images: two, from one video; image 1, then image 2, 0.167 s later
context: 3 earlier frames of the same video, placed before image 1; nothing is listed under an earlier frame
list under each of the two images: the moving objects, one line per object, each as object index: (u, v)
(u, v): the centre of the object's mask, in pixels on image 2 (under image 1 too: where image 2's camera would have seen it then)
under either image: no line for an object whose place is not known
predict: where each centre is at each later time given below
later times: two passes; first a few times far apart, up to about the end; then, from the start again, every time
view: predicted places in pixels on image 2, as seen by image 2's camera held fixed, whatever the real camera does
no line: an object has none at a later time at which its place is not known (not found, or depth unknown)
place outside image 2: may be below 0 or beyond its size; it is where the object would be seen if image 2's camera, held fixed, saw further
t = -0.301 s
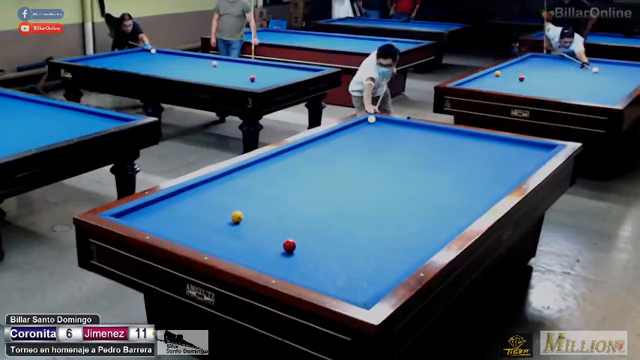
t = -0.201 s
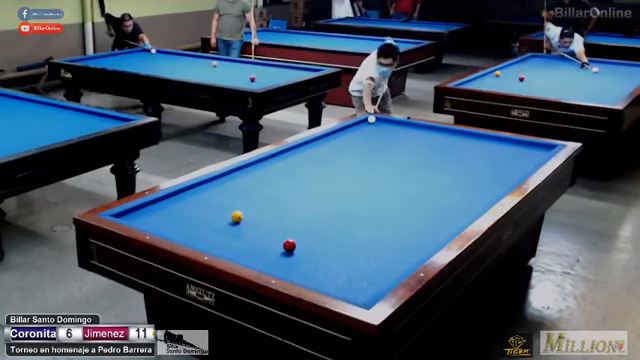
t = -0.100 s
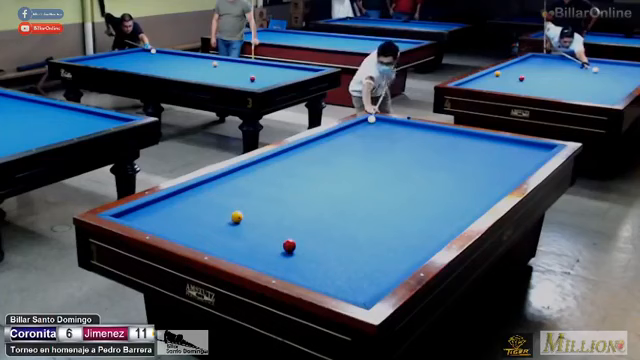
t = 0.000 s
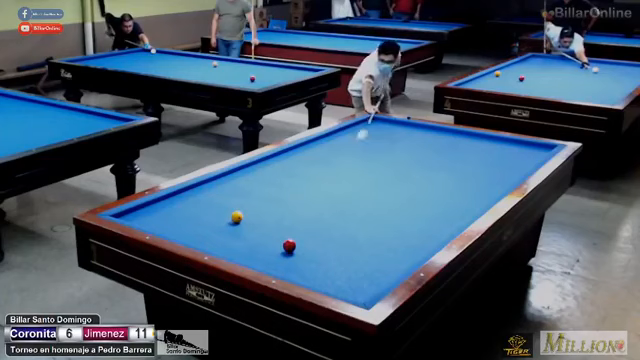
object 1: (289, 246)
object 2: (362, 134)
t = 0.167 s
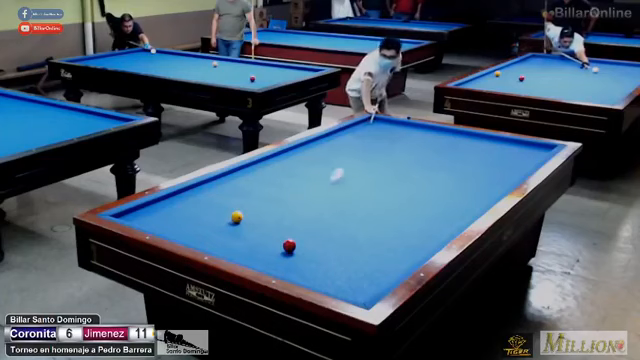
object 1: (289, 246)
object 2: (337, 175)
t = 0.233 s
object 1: (289, 246)
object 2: (325, 193)
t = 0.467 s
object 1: (287, 241)
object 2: (336, 257)
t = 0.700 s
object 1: (370, 198)
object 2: (342, 273)
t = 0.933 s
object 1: (427, 165)
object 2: (262, 262)
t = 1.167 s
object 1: (465, 144)
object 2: (230, 242)
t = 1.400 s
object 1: (466, 142)
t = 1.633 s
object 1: (440, 158)
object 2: (179, 214)
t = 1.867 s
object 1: (417, 172)
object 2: (157, 204)
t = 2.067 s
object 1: (395, 185)
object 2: (175, 203)
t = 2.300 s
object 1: (365, 202)
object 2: (199, 203)
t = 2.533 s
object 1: (333, 221)
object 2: (223, 203)
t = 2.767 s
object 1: (295, 243)
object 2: (248, 203)
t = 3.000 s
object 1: (261, 261)
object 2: (271, 204)
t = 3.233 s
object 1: (291, 246)
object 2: (294, 204)
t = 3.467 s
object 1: (314, 232)
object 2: (315, 204)
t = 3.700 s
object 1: (334, 221)
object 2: (337, 204)
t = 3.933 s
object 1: (353, 211)
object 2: (359, 203)
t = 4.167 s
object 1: (363, 204)
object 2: (384, 202)
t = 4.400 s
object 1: (371, 199)
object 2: (411, 199)
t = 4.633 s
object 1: (379, 194)
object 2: (435, 196)
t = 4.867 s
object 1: (386, 189)
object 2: (460, 193)
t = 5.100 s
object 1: (393, 184)
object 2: (483, 190)
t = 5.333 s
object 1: (398, 181)
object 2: (498, 186)
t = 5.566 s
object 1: (404, 177)
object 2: (497, 181)
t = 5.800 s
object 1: (409, 173)
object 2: (495, 176)
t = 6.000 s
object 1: (413, 170)
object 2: (494, 172)
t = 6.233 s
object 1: (417, 167)
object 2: (492, 167)
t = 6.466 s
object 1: (422, 164)
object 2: (491, 163)
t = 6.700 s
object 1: (426, 161)
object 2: (490, 159)
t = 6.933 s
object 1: (429, 159)
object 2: (489, 155)
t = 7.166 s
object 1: (433, 156)
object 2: (488, 152)
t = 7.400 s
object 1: (436, 154)
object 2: (487, 149)
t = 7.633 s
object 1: (439, 152)
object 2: (486, 146)
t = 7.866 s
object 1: (442, 150)
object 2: (485, 144)
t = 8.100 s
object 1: (444, 148)
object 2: (484, 141)
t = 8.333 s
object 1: (447, 147)
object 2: (484, 139)
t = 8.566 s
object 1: (449, 145)
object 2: (483, 136)
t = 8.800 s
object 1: (451, 143)
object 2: (481, 135)
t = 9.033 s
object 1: (452, 142)
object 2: (477, 136)
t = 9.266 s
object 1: (455, 141)
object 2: (474, 136)
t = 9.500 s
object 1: (457, 140)
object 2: (470, 137)
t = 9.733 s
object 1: (458, 139)
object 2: (468, 137)
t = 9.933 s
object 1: (458, 138)
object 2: (467, 137)
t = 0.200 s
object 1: (289, 246)
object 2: (332, 183)
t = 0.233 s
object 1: (289, 246)
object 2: (325, 193)
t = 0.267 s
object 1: (289, 246)
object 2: (318, 204)
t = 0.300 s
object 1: (289, 246)
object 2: (310, 217)
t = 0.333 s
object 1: (289, 246)
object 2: (301, 232)
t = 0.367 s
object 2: (303, 243)
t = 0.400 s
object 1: (260, 261)
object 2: (314, 248)
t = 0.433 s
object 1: (272, 249)
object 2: (325, 253)
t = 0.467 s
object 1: (287, 241)
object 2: (336, 257)
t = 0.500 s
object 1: (301, 233)
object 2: (347, 263)
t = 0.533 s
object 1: (314, 229)
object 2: (358, 268)
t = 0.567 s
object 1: (327, 222)
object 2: (369, 274)
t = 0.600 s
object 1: (339, 215)
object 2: (378, 279)
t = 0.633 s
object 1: (350, 209)
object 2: (368, 278)
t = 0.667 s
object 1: (360, 203)
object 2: (355, 275)
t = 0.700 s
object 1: (370, 198)
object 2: (342, 273)
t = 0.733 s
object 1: (380, 191)
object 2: (330, 271)
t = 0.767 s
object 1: (389, 187)
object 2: (317, 269)
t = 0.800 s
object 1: (397, 182)
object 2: (306, 268)
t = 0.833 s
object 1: (405, 178)
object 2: (294, 266)
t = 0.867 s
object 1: (413, 173)
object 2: (283, 265)
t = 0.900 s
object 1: (420, 169)
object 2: (272, 263)
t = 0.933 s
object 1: (427, 165)
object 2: (262, 262)
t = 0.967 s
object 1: (433, 162)
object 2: (254, 259)
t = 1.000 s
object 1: (439, 158)
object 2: (249, 256)
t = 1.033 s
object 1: (444, 155)
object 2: (246, 253)
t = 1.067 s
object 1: (449, 152)
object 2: (242, 250)
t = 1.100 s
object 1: (455, 149)
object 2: (238, 247)
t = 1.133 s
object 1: (459, 147)
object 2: (234, 244)
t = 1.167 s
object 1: (465, 144)
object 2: (230, 242)
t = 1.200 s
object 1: (470, 140)
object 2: (227, 239)
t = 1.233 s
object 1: (475, 137)
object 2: (223, 237)
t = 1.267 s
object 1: (477, 136)
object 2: (219, 235)
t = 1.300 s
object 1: (476, 136)
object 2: (215, 233)
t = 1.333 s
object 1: (473, 138)
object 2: (211, 231)
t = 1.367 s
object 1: (470, 140)
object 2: (210, 229)
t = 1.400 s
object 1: (466, 142)
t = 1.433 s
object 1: (462, 145)
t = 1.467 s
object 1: (458, 147)
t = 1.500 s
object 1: (455, 149)
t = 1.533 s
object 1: (451, 151)
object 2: (188, 219)
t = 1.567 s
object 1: (448, 154)
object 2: (186, 218)
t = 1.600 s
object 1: (444, 156)
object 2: (182, 216)
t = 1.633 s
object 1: (440, 158)
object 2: (179, 214)
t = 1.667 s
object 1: (436, 160)
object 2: (176, 213)
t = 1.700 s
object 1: (433, 162)
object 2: (173, 212)
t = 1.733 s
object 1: (430, 164)
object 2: (170, 210)
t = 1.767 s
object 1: (427, 166)
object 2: (166, 208)
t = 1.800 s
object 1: (423, 168)
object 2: (163, 207)
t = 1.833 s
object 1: (420, 170)
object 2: (160, 205)
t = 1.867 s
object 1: (417, 172)
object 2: (157, 204)
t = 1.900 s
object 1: (413, 174)
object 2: (155, 203)
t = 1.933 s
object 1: (409, 176)
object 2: (158, 202)
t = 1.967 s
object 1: (407, 174)
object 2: (162, 203)
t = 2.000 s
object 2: (167, 203)
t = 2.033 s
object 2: (171, 203)
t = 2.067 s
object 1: (395, 185)
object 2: (175, 203)
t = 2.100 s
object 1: (391, 188)
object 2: (178, 203)
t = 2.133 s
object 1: (387, 190)
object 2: (182, 203)
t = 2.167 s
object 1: (382, 192)
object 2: (185, 203)
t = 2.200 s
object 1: (378, 194)
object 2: (189, 203)
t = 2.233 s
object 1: (374, 197)
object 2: (192, 203)
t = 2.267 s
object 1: (370, 199)
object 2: (195, 203)
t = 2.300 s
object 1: (365, 202)
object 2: (199, 203)
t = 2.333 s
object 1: (361, 204)
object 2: (202, 203)
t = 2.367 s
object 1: (357, 207)
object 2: (206, 203)
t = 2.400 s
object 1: (352, 210)
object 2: (210, 203)
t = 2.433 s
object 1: (347, 212)
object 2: (213, 203)
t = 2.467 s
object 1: (342, 215)
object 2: (216, 203)
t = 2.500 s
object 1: (338, 218)
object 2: (220, 203)
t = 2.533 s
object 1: (333, 221)
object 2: (223, 203)
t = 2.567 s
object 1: (328, 224)
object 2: (227, 203)
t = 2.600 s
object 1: (322, 227)
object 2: (231, 203)
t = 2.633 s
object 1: (317, 230)
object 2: (234, 203)
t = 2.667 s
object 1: (312, 233)
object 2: (237, 203)
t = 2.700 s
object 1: (306, 236)
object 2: (241, 203)
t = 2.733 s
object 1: (301, 239)
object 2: (244, 203)
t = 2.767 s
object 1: (295, 243)
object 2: (248, 203)
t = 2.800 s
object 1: (289, 247)
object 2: (251, 203)
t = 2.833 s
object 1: (283, 250)
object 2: (254, 203)
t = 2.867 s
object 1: (277, 254)
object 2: (257, 203)
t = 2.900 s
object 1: (270, 257)
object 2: (260, 203)
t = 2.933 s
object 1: (264, 261)
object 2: (264, 203)
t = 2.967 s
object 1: (259, 262)
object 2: (268, 204)
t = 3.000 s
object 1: (261, 261)
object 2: (271, 204)
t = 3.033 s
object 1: (266, 260)
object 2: (274, 204)
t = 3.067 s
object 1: (271, 257)
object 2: (277, 204)
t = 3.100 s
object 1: (276, 254)
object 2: (281, 204)
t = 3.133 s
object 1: (280, 252)
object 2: (284, 204)
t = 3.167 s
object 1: (284, 249)
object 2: (287, 204)
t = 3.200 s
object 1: (288, 248)
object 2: (290, 204)
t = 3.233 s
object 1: (291, 246)
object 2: (294, 204)
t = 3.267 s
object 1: (294, 244)
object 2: (297, 204)
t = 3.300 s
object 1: (297, 242)
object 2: (300, 204)
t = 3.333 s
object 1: (301, 240)
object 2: (303, 204)
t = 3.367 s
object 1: (304, 238)
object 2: (306, 204)
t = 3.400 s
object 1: (307, 236)
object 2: (310, 204)
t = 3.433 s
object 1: (311, 234)
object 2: (313, 204)
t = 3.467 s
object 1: (314, 232)
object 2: (315, 204)
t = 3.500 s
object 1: (317, 231)
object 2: (319, 204)
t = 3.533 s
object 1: (320, 229)
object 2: (322, 204)
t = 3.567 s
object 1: (323, 227)
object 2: (325, 204)
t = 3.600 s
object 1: (326, 226)
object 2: (328, 204)
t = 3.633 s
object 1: (328, 224)
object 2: (331, 204)
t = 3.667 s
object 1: (331, 222)
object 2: (334, 204)
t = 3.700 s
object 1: (334, 221)
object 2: (337, 204)
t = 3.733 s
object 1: (337, 220)
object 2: (340, 204)
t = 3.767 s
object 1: (340, 218)
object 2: (343, 204)
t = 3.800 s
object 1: (342, 216)
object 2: (347, 204)
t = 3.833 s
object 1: (345, 214)
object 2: (350, 203)
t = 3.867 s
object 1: (347, 213)
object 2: (353, 203)
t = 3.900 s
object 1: (350, 212)
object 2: (356, 204)
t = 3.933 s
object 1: (353, 211)
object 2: (359, 203)
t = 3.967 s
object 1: (356, 210)
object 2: (363, 203)
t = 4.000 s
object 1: (358, 209)
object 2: (365, 202)
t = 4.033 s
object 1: (359, 207)
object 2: (369, 203)
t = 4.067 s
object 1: (360, 206)
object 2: (373, 203)
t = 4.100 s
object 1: (361, 205)
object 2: (376, 203)
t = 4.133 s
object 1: (362, 204)
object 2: (381, 202)
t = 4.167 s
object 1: (363, 204)
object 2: (384, 202)
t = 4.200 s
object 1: (365, 203)
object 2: (388, 201)
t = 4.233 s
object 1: (366, 202)
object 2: (392, 201)
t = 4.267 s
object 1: (367, 202)
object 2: (396, 200)
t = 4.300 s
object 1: (368, 201)
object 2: (399, 200)
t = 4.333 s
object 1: (369, 200)
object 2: (403, 199)
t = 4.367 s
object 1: (370, 199)
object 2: (407, 199)
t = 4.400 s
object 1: (371, 199)
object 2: (411, 199)
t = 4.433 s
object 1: (372, 198)
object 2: (414, 198)
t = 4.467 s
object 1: (374, 197)
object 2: (418, 198)
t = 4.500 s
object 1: (375, 197)
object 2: (421, 198)
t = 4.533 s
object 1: (376, 196)
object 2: (425, 197)
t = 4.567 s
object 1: (377, 195)
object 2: (428, 197)
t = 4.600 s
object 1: (378, 194)
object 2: (432, 196)
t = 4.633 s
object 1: (379, 194)
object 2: (435, 196)
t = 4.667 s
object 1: (380, 193)
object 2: (439, 195)
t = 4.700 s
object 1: (381, 192)
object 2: (442, 195)
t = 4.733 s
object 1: (382, 191)
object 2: (446, 195)
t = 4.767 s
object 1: (383, 191)
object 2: (449, 194)
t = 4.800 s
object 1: (384, 190)
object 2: (453, 194)
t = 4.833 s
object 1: (385, 190)
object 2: (456, 193)
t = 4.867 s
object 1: (386, 189)
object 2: (460, 193)
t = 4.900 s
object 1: (387, 188)
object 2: (463, 192)
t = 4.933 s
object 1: (388, 187)
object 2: (466, 192)
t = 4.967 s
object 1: (389, 187)
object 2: (469, 191)
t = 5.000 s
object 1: (390, 186)
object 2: (473, 191)
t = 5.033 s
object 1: (391, 186)
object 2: (476, 191)
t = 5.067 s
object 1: (392, 185)
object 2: (479, 191)
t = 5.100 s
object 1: (393, 184)
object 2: (483, 190)
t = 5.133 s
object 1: (393, 184)
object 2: (486, 190)
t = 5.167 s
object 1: (394, 183)
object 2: (489, 189)
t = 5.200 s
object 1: (395, 183)
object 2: (492, 189)
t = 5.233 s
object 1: (396, 182)
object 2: (495, 188)
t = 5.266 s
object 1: (397, 182)
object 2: (498, 187)
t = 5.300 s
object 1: (397, 181)
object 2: (498, 187)
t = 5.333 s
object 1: (398, 181)
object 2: (498, 186)
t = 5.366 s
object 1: (399, 180)
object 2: (498, 185)
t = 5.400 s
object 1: (400, 179)
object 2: (498, 185)
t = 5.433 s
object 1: (401, 179)
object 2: (497, 184)
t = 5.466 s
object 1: (402, 178)
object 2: (497, 183)
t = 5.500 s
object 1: (403, 178)
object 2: (497, 182)
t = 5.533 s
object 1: (403, 177)
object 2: (497, 181)
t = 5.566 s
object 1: (404, 177)
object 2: (497, 181)
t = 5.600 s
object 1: (405, 176)
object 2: (496, 180)
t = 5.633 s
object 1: (406, 176)
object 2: (496, 180)
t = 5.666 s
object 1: (406, 175)
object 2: (496, 179)
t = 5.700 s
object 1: (407, 175)
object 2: (496, 178)
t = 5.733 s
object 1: (408, 174)
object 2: (496, 177)
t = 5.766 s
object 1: (408, 174)
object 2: (495, 176)
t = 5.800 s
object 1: (409, 173)
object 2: (495, 176)
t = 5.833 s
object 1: (409, 173)
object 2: (495, 175)
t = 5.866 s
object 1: (410, 172)
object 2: (495, 174)
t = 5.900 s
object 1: (411, 172)
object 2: (494, 173)
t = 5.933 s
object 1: (412, 171)
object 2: (494, 173)
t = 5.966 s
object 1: (412, 171)
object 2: (494, 172)
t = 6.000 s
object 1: (413, 170)
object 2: (494, 172)
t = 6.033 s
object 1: (414, 170)
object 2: (494, 171)
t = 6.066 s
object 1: (414, 169)
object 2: (494, 170)
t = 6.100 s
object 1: (415, 169)
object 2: (494, 170)
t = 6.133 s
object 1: (416, 168)
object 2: (493, 169)
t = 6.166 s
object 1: (416, 168)
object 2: (493, 168)
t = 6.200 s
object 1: (417, 167)
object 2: (493, 168)
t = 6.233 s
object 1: (417, 167)
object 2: (492, 167)
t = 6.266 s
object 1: (418, 167)
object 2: (492, 166)
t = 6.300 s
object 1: (419, 166)
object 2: (492, 166)
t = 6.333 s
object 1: (419, 166)
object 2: (492, 165)
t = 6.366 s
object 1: (420, 165)
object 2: (492, 165)
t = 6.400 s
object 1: (420, 165)
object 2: (491, 164)
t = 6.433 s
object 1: (421, 164)
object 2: (491, 164)
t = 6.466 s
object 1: (422, 164)
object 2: (491, 163)
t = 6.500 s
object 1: (422, 164)
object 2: (491, 162)
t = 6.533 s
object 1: (423, 164)
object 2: (491, 162)
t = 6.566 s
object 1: (424, 163)
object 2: (490, 161)
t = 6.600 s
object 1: (424, 163)
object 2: (490, 161)
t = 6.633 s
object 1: (425, 162)
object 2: (490, 160)
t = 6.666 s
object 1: (425, 162)
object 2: (490, 159)
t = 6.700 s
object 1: (426, 161)
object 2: (490, 159)
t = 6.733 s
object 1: (426, 161)
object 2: (490, 159)
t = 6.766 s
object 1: (426, 161)
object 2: (490, 158)
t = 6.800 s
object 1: (427, 160)
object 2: (490, 158)
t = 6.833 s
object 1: (428, 160)
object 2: (489, 157)
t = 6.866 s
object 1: (428, 159)
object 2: (489, 157)
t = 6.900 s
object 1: (429, 159)
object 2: (489, 156)
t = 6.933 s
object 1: (429, 159)
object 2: (489, 155)
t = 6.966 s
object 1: (430, 158)
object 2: (489, 155)
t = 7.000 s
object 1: (430, 158)
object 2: (488, 155)
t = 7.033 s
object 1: (431, 157)
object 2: (488, 154)
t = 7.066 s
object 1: (431, 157)
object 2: (488, 154)
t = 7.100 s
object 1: (432, 157)
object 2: (488, 153)
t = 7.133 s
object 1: (432, 156)
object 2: (488, 153)
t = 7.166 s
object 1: (433, 156)
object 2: (488, 152)
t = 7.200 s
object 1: (433, 156)
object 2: (488, 151)
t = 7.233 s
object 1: (434, 156)
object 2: (488, 151)
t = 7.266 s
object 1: (434, 155)
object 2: (487, 151)
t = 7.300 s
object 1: (435, 155)
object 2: (488, 150)
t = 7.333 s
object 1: (435, 154)
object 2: (487, 150)
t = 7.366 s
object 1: (436, 155)
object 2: (487, 149)
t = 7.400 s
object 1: (436, 154)
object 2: (487, 149)
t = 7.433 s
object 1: (436, 154)
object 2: (487, 149)
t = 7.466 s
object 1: (437, 153)
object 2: (487, 148)
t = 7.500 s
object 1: (437, 153)
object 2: (487, 148)
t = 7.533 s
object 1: (438, 153)
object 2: (486, 148)
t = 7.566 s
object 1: (438, 153)
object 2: (486, 147)
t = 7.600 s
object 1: (439, 152)
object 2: (486, 147)
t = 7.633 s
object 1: (439, 152)
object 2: (486, 146)
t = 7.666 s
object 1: (439, 152)
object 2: (486, 146)
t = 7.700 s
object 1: (440, 151)
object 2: (486, 145)
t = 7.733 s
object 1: (440, 151)
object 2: (486, 145)
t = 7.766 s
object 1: (440, 151)
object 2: (485, 144)
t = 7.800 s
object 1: (441, 151)
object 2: (485, 144)
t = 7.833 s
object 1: (441, 150)
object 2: (485, 144)
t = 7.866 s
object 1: (442, 150)
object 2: (485, 144)
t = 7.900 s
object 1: (442, 150)
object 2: (485, 143)
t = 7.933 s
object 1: (443, 149)
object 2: (485, 143)
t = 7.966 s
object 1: (443, 149)
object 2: (485, 142)
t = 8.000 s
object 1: (443, 149)
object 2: (485, 142)
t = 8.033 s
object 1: (443, 149)
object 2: (485, 142)
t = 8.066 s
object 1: (444, 148)
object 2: (484, 141)
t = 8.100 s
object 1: (444, 148)
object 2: (484, 141)
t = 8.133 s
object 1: (445, 148)
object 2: (484, 141)
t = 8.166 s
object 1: (445, 148)
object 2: (484, 140)
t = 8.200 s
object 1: (445, 148)
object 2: (484, 140)
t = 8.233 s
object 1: (446, 148)
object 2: (484, 140)
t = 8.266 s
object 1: (446, 147)
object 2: (484, 139)
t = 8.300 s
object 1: (446, 147)
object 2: (484, 139)
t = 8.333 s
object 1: (447, 147)
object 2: (484, 139)
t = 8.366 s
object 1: (447, 147)
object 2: (484, 138)
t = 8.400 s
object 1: (447, 146)
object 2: (484, 138)
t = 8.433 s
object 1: (448, 146)
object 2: (483, 137)
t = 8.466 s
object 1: (448, 145)
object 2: (483, 137)
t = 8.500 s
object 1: (448, 145)
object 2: (483, 137)
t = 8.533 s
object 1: (448, 145)
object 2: (483, 136)
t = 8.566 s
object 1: (449, 145)
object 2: (483, 136)
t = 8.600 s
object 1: (449, 145)
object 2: (483, 136)
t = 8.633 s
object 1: (449, 145)
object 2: (483, 136)
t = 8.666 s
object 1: (449, 144)
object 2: (483, 136)
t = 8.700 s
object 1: (450, 144)
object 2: (482, 135)
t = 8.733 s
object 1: (450, 144)
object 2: (482, 135)
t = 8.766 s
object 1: (451, 143)
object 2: (481, 135)
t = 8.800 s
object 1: (451, 143)
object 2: (481, 135)
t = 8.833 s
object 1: (451, 143)
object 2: (480, 135)
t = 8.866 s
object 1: (452, 143)
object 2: (480, 135)
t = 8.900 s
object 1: (452, 143)
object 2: (479, 135)
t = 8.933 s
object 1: (452, 143)
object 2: (479, 136)
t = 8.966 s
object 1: (452, 142)
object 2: (478, 136)
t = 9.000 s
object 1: (452, 142)
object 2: (478, 135)
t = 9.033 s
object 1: (452, 142)
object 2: (477, 136)
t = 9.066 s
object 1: (453, 142)
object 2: (476, 136)
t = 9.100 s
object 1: (453, 142)
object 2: (476, 136)
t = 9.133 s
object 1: (453, 142)
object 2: (475, 136)
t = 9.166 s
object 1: (454, 141)
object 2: (475, 136)
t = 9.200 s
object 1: (454, 141)
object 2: (474, 136)
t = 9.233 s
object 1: (454, 141)
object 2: (474, 136)
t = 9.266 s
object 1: (455, 141)
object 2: (474, 136)
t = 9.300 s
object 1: (455, 141)
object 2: (473, 136)
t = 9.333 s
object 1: (455, 141)
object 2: (473, 136)
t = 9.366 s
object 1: (456, 140)
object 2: (472, 136)
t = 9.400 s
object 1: (456, 140)
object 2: (472, 136)
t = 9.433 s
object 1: (456, 140)
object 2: (472, 136)
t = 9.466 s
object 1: (457, 140)
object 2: (471, 137)
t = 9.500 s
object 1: (457, 140)
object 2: (470, 137)
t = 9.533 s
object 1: (457, 139)
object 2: (470, 137)
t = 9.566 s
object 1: (457, 139)
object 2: (469, 137)
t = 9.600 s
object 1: (458, 139)
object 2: (469, 137)
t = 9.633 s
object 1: (458, 139)
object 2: (469, 137)
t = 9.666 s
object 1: (458, 139)
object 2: (468, 137)
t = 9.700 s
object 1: (458, 139)
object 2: (468, 137)
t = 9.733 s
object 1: (458, 139)
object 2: (468, 137)
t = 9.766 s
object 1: (459, 139)
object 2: (467, 137)
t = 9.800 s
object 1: (459, 139)
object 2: (467, 137)
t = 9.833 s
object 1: (459, 139)
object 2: (467, 137)
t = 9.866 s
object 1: (458, 138)
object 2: (467, 137)
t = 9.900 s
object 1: (458, 138)
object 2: (467, 137)
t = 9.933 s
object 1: (458, 138)
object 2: (467, 137)
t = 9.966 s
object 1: (458, 138)
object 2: (467, 137)
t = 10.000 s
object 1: (458, 138)
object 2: (467, 137)
